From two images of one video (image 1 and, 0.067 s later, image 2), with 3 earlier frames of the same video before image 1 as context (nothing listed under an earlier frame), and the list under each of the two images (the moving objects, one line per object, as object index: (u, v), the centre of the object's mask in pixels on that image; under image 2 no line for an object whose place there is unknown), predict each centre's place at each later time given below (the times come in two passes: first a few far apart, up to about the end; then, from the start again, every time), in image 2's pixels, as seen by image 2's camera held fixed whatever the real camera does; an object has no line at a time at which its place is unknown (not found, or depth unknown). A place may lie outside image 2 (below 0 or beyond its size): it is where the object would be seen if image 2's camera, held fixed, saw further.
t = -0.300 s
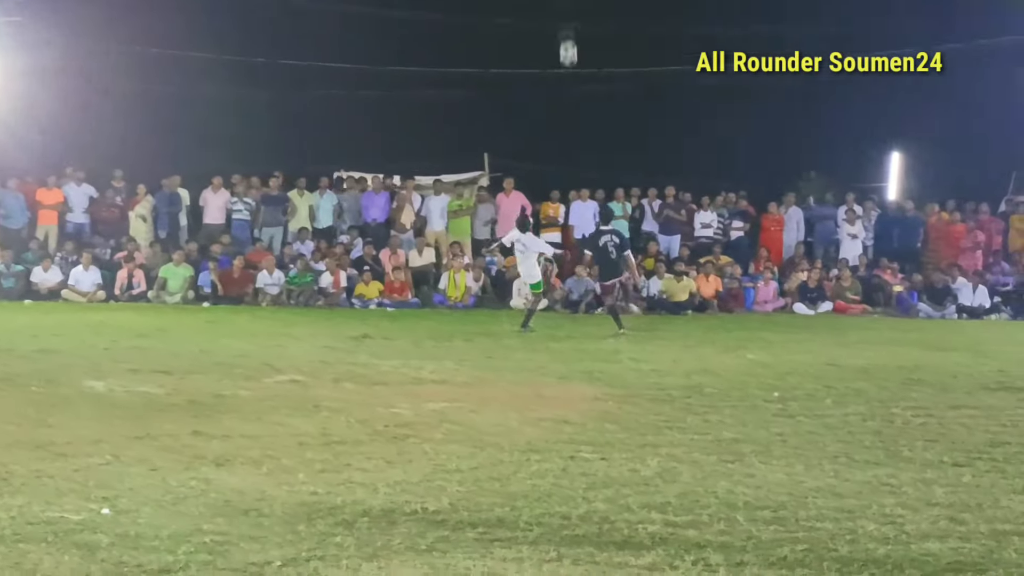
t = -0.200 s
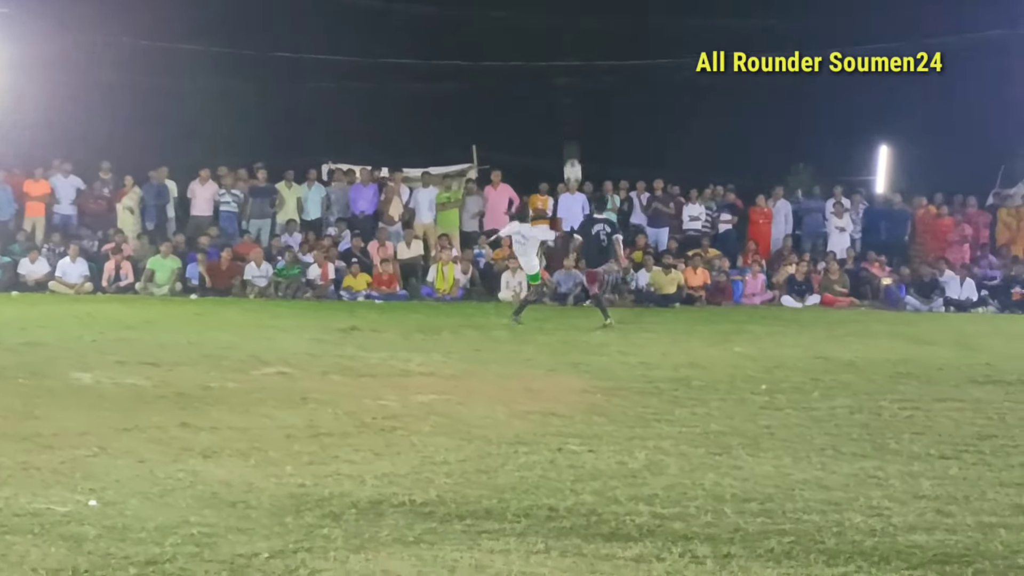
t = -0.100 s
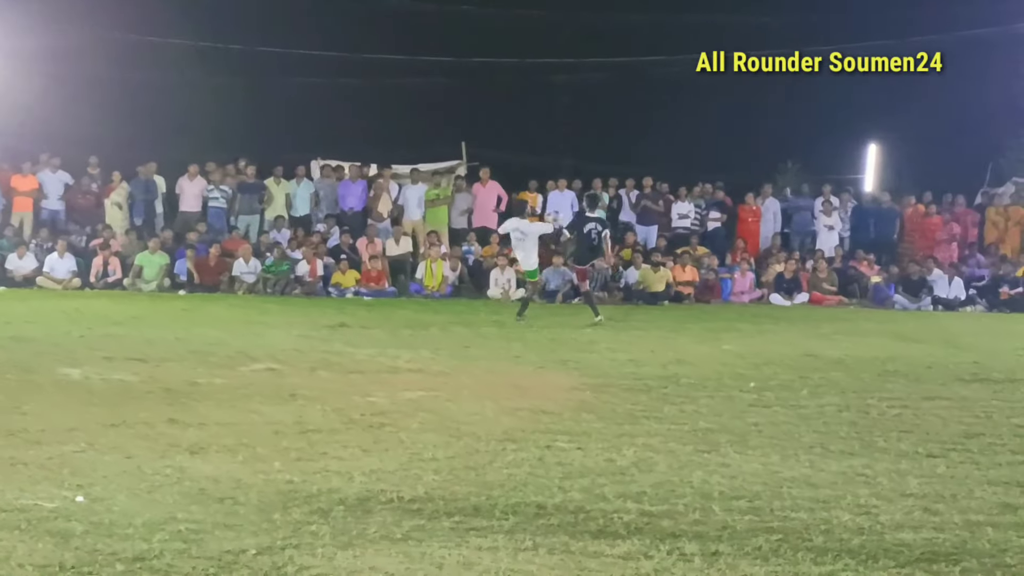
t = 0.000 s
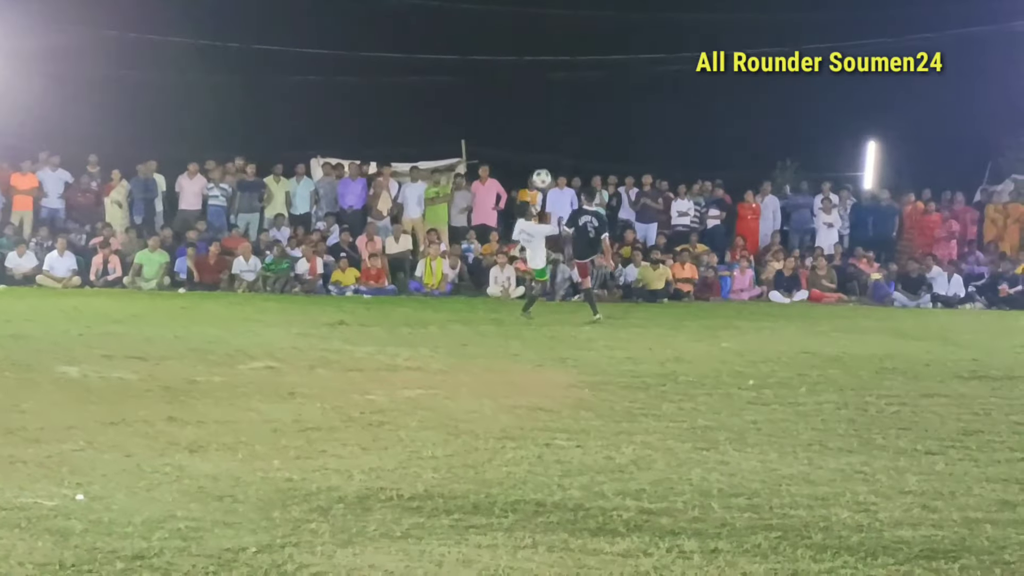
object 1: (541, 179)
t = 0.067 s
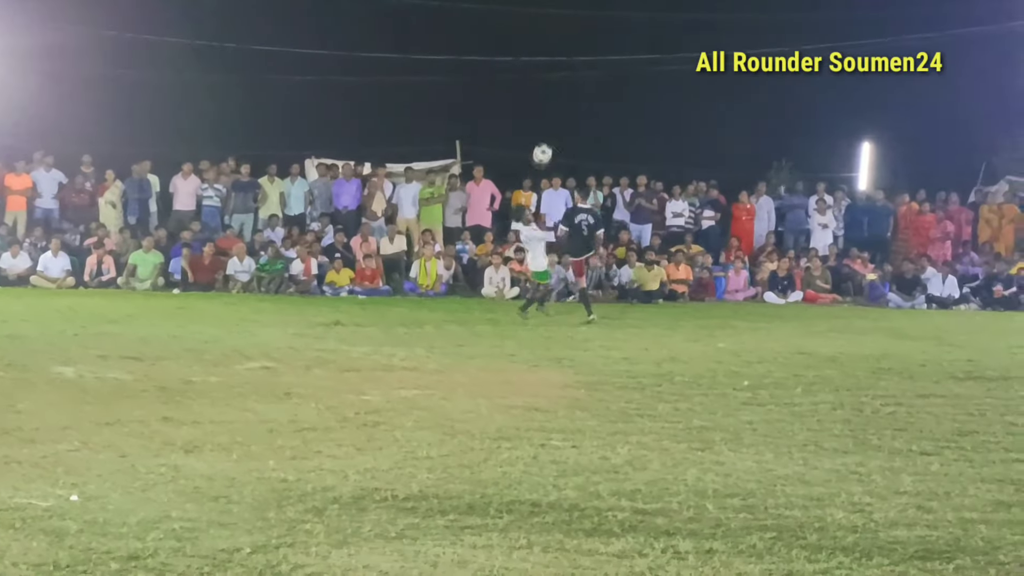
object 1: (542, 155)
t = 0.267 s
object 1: (567, 97)
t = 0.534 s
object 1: (592, 72)
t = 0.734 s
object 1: (612, 96)
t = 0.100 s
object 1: (547, 141)
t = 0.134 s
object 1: (551, 130)
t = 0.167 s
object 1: (553, 122)
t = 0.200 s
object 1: (558, 113)
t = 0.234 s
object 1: (563, 102)
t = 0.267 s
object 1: (567, 97)
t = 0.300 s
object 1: (571, 91)
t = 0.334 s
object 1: (574, 85)
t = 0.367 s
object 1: (577, 81)
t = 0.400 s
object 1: (580, 78)
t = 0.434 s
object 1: (583, 74)
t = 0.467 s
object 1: (586, 73)
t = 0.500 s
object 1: (589, 72)
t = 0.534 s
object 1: (592, 72)
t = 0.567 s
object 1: (596, 73)
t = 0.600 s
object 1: (599, 76)
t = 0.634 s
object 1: (603, 78)
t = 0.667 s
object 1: (607, 82)
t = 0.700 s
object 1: (610, 89)
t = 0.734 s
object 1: (612, 96)
